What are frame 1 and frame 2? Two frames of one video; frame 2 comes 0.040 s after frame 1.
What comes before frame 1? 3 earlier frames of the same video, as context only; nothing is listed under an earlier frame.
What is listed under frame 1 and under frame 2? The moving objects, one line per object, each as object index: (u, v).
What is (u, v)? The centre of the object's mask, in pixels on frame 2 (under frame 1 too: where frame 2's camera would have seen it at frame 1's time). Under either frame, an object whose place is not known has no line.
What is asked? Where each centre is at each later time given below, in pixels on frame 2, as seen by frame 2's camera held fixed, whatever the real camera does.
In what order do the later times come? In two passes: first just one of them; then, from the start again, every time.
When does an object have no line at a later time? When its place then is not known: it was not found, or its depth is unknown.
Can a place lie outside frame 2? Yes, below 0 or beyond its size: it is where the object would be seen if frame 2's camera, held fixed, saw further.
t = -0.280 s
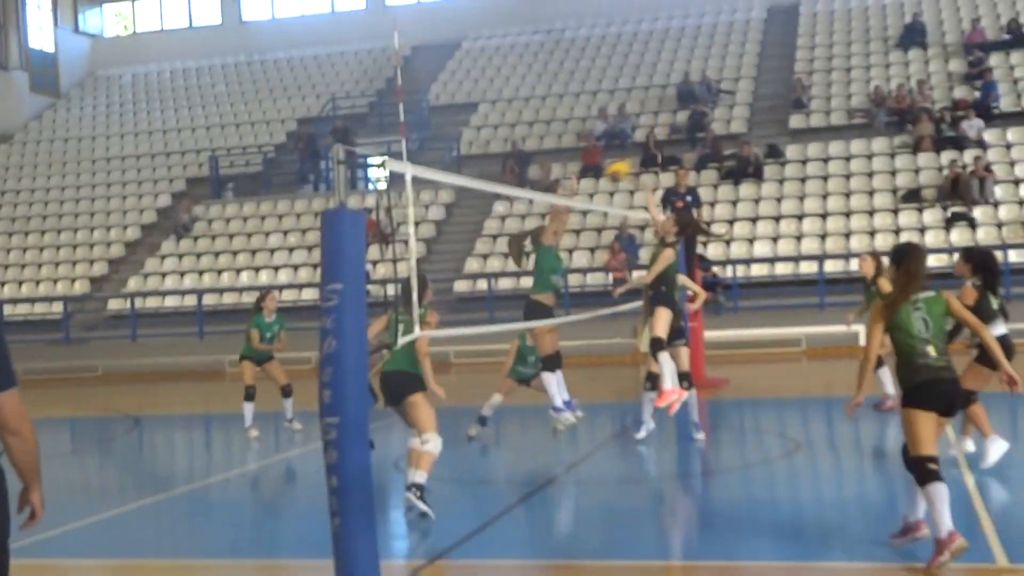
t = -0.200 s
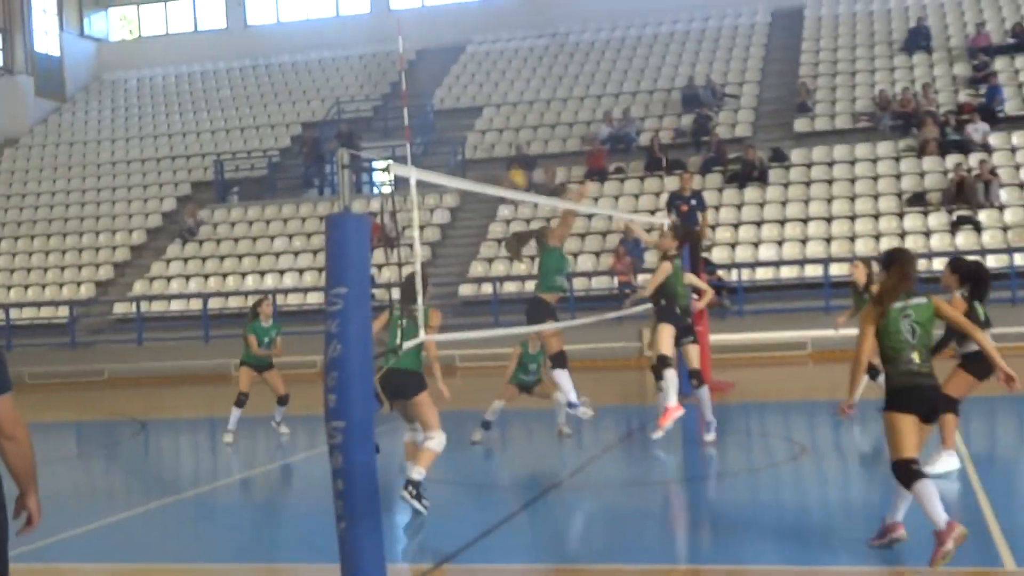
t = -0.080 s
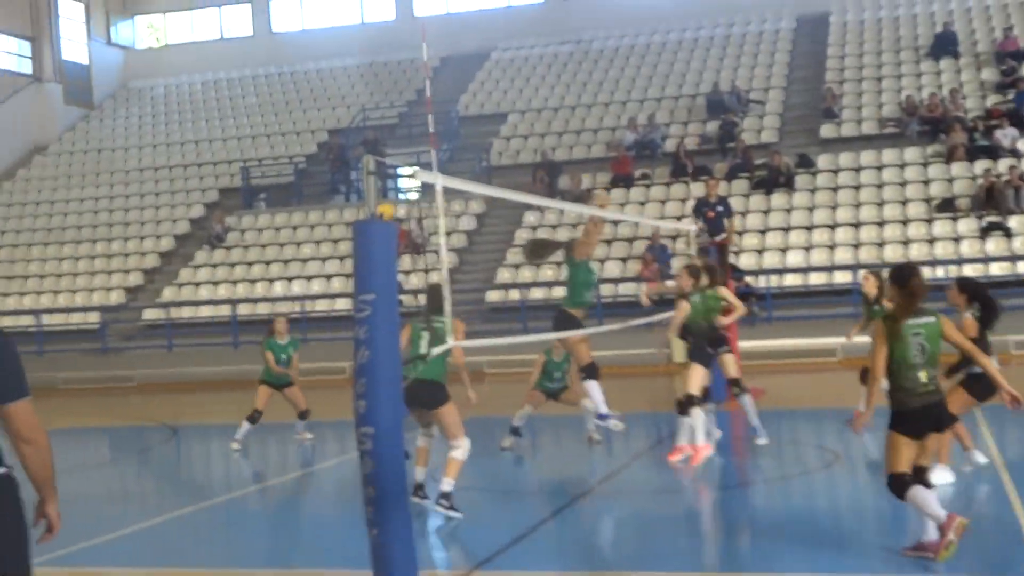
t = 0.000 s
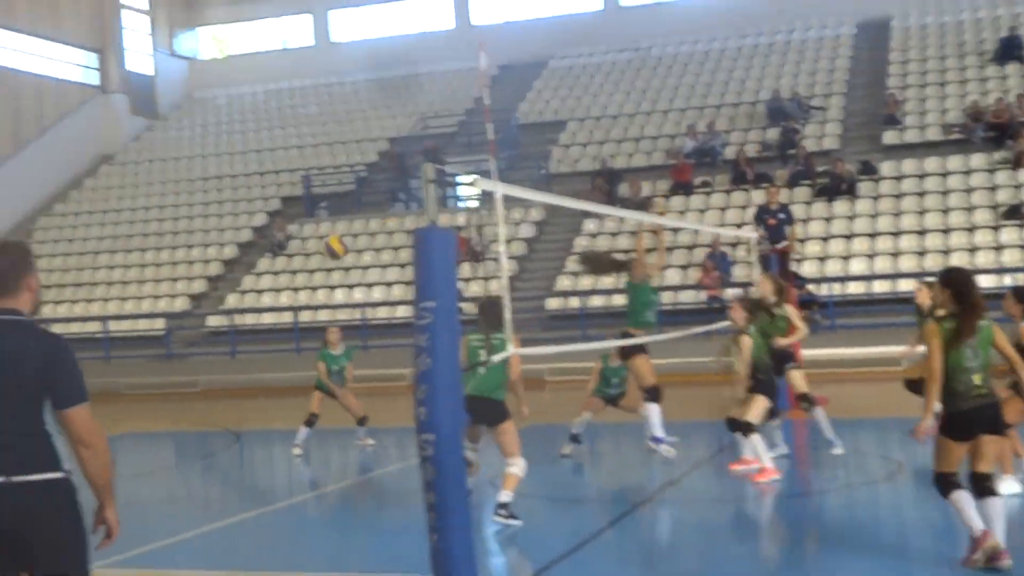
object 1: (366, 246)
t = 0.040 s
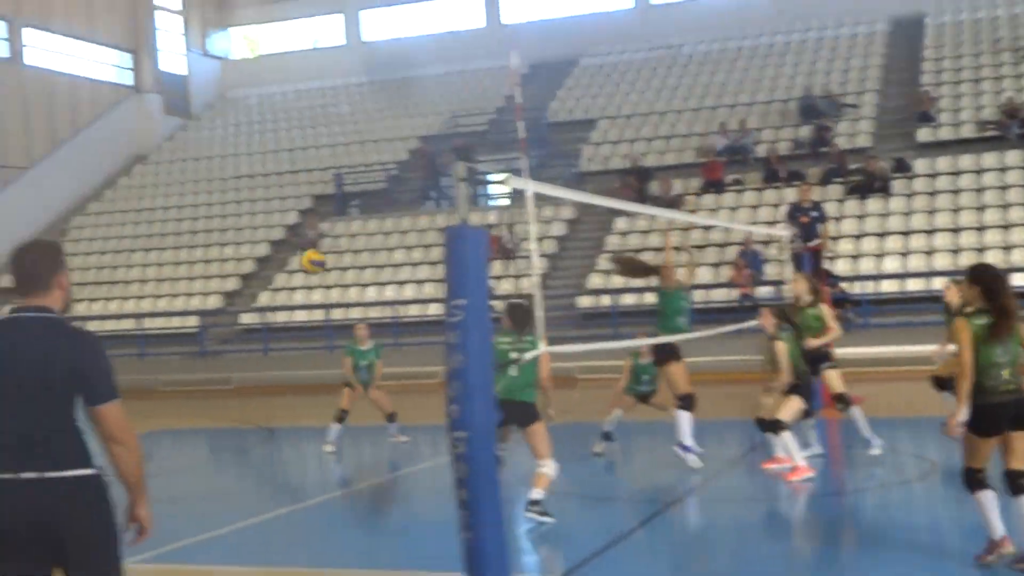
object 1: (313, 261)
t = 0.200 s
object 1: (100, 346)
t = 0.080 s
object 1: (262, 280)
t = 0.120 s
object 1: (210, 302)
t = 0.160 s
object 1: (152, 325)
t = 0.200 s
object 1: (100, 346)
